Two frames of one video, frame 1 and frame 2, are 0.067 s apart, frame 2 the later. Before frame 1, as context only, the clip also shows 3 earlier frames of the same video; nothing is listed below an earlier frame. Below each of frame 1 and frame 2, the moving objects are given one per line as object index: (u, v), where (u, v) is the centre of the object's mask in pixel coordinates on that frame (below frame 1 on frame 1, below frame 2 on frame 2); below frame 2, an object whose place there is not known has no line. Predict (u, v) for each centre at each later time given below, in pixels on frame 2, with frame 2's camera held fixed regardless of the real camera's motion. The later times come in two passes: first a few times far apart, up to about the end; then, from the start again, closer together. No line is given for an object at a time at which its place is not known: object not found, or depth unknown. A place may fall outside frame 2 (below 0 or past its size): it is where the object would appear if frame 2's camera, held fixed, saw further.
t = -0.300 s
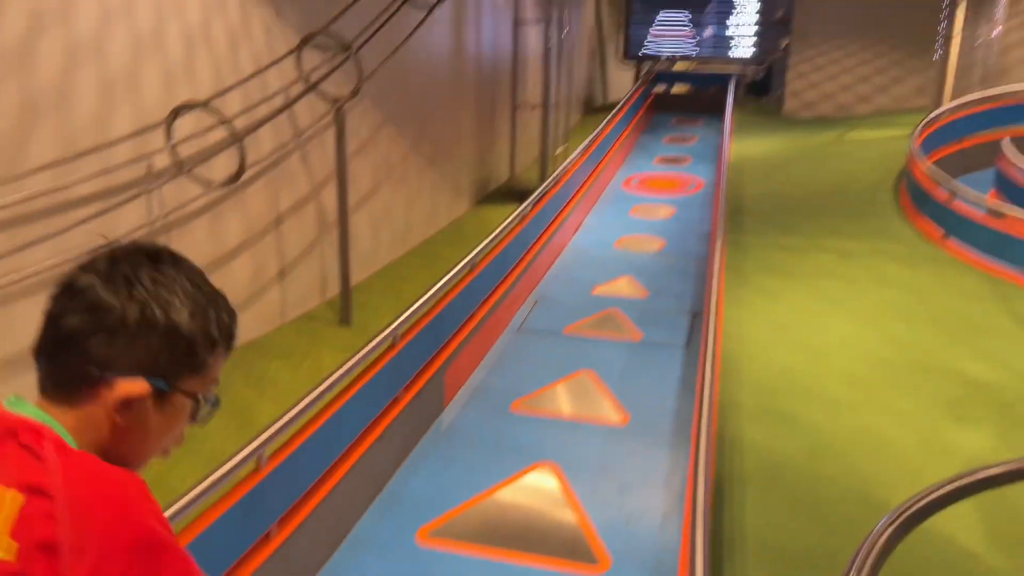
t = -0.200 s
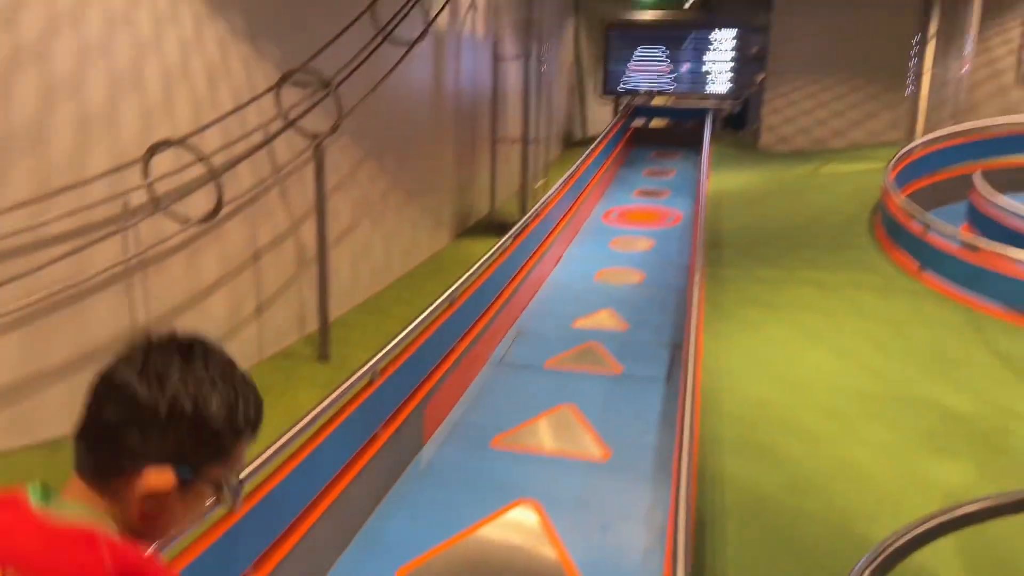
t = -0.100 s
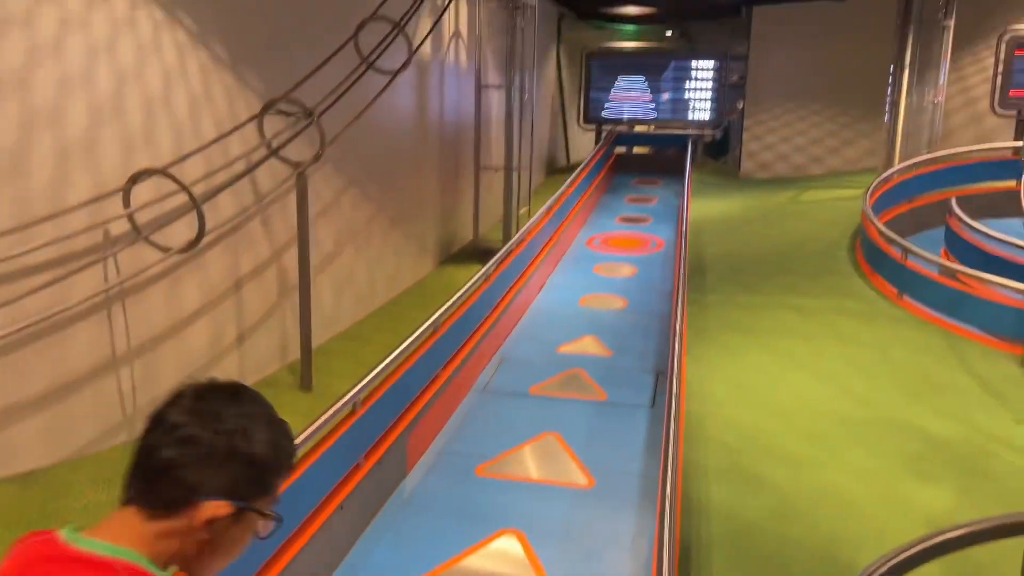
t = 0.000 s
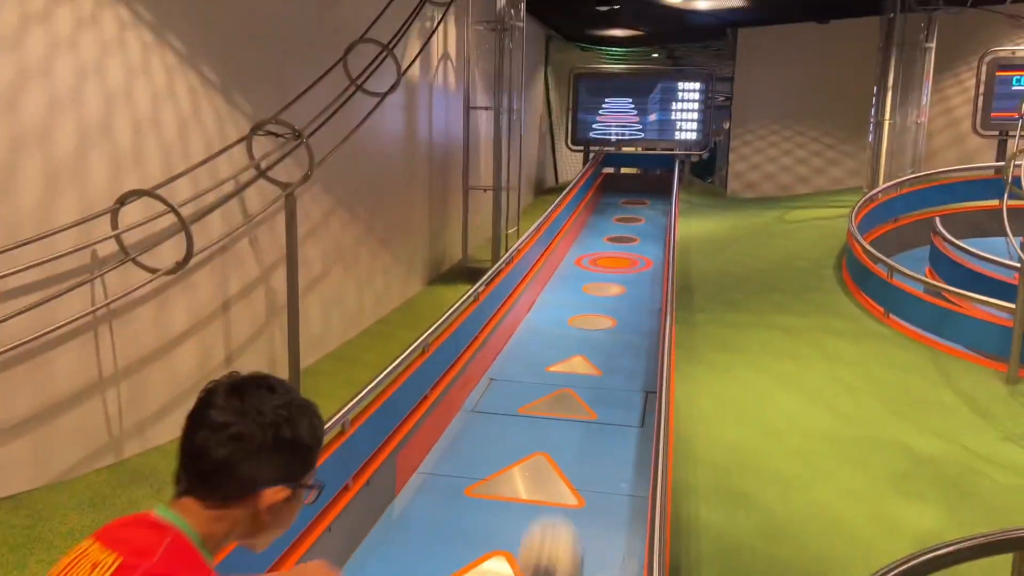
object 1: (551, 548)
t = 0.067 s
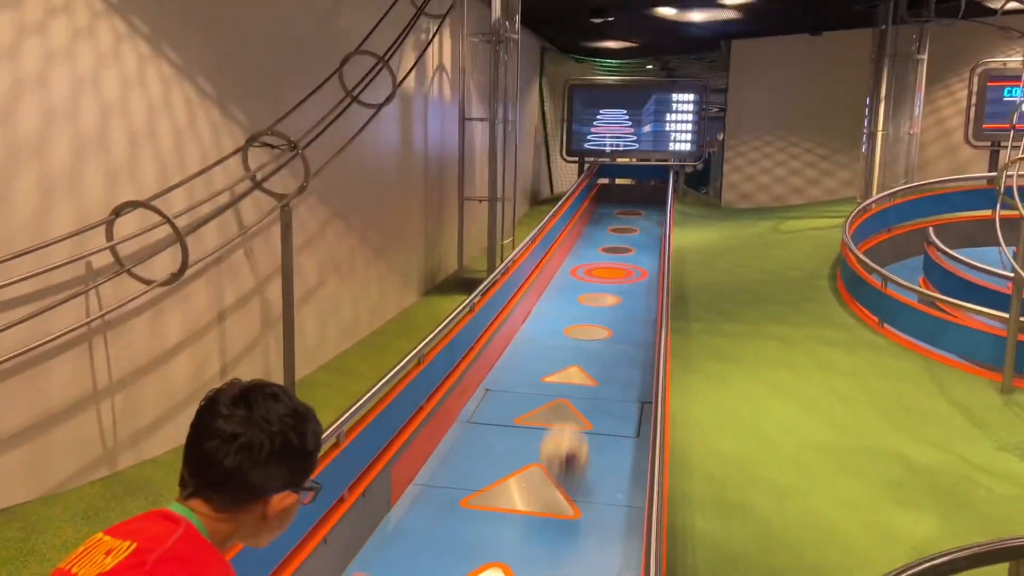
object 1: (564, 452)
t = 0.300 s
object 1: (584, 299)
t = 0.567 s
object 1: (591, 228)
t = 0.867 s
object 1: (619, 179)
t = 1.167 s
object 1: (618, 195)
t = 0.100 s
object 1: (569, 419)
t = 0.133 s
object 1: (574, 391)
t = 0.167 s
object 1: (578, 368)
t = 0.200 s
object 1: (579, 349)
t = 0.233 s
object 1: (581, 325)
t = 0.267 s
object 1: (583, 311)
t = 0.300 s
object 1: (584, 299)
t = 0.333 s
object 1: (585, 284)
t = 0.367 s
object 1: (587, 272)
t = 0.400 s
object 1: (587, 264)
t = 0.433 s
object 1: (588, 256)
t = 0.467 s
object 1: (589, 248)
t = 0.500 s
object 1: (590, 239)
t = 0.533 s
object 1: (590, 233)
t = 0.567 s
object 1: (591, 228)
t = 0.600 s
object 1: (594, 222)
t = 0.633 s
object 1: (598, 217)
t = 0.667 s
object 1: (604, 211)
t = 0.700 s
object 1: (607, 207)
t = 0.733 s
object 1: (611, 202)
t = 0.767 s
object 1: (616, 199)
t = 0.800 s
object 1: (617, 188)
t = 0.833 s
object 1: (618, 183)
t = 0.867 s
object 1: (619, 179)
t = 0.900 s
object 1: (622, 177)
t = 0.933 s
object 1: (621, 183)
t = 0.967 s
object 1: (621, 194)
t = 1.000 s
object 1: (621, 209)
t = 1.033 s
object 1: (619, 214)
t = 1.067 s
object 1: (620, 207)
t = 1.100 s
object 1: (619, 202)
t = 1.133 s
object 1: (618, 197)
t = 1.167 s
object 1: (618, 195)
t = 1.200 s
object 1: (617, 192)
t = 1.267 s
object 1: (615, 191)
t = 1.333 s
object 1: (614, 195)
